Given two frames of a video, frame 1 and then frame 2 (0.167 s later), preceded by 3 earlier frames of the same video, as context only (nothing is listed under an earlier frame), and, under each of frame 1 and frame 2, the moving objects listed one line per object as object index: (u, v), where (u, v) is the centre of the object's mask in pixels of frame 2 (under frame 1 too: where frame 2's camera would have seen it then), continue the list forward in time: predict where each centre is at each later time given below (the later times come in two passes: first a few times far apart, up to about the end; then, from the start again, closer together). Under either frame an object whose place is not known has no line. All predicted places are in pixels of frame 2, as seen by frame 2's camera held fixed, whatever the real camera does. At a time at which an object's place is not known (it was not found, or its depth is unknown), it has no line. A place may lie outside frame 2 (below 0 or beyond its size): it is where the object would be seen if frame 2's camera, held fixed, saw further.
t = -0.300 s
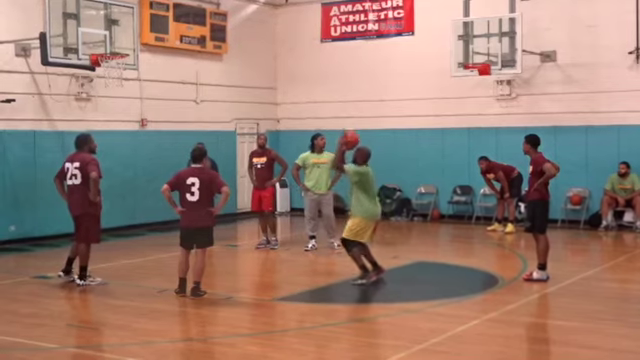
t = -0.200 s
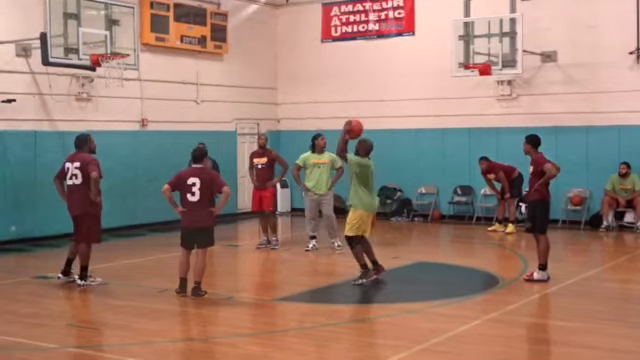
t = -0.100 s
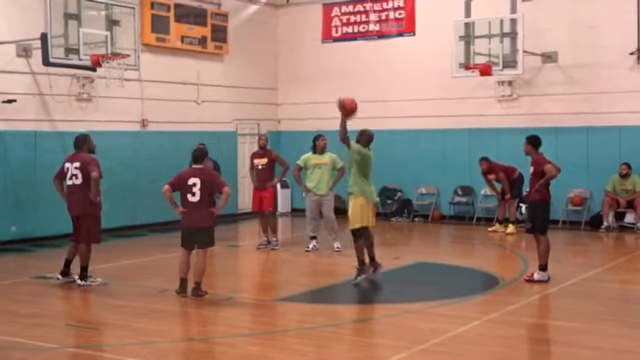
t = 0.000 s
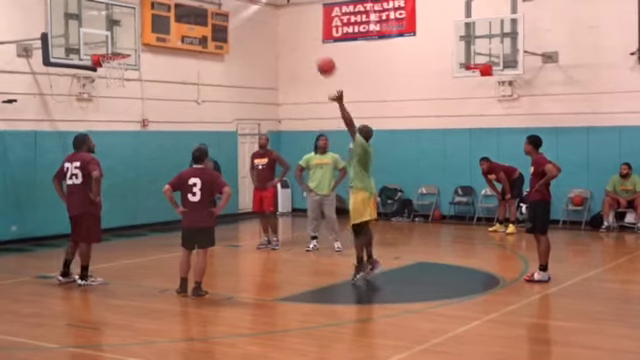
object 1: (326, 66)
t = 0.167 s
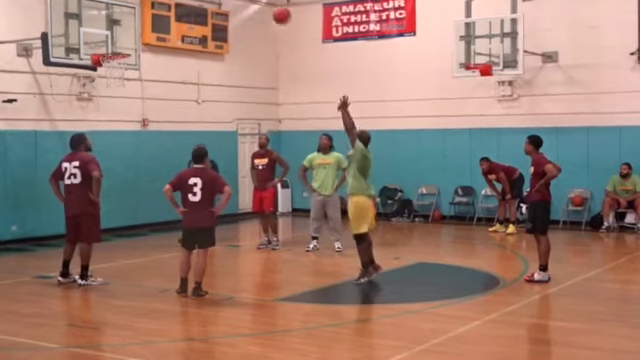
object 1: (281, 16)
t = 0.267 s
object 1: (256, 2)
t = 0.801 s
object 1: (141, 15)
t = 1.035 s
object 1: (112, 75)
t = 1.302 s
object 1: (120, 167)
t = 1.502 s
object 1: (126, 246)
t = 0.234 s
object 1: (264, 4)
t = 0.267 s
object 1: (256, 2)
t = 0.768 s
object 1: (148, 7)
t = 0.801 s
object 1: (141, 15)
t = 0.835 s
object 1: (135, 22)
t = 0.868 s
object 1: (129, 30)
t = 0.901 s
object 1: (123, 38)
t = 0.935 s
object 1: (118, 48)
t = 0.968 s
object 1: (113, 58)
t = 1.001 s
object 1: (111, 66)
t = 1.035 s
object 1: (112, 75)
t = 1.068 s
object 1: (113, 84)
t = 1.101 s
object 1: (114, 93)
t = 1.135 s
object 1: (115, 104)
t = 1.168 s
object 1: (116, 115)
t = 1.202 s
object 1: (117, 127)
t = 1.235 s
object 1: (118, 140)
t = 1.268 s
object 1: (119, 153)
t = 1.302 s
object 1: (120, 167)
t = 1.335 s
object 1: (121, 182)
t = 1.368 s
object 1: (122, 198)
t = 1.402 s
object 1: (123, 215)
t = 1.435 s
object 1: (124, 232)
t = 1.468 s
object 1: (124, 253)
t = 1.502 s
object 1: (126, 246)
